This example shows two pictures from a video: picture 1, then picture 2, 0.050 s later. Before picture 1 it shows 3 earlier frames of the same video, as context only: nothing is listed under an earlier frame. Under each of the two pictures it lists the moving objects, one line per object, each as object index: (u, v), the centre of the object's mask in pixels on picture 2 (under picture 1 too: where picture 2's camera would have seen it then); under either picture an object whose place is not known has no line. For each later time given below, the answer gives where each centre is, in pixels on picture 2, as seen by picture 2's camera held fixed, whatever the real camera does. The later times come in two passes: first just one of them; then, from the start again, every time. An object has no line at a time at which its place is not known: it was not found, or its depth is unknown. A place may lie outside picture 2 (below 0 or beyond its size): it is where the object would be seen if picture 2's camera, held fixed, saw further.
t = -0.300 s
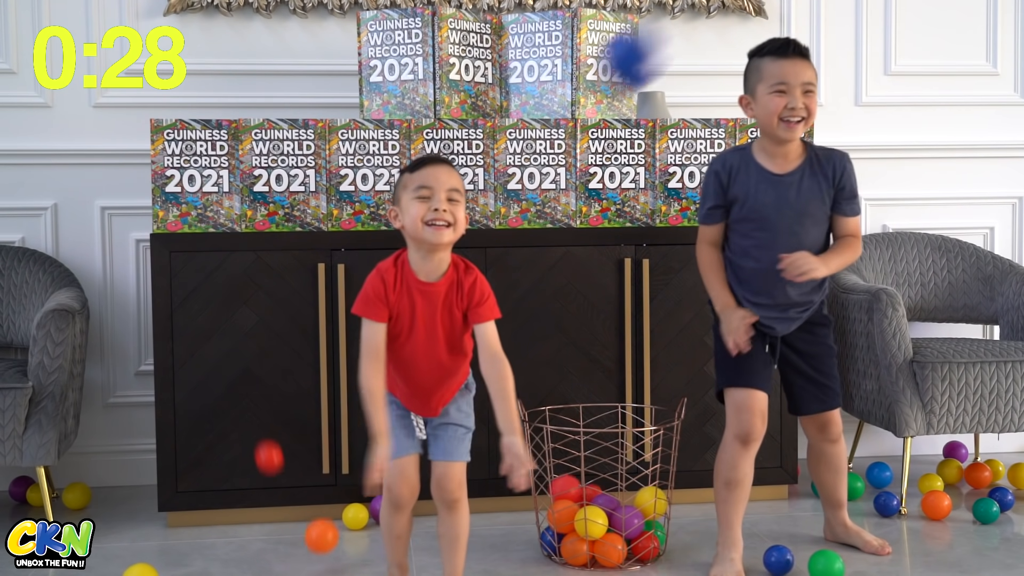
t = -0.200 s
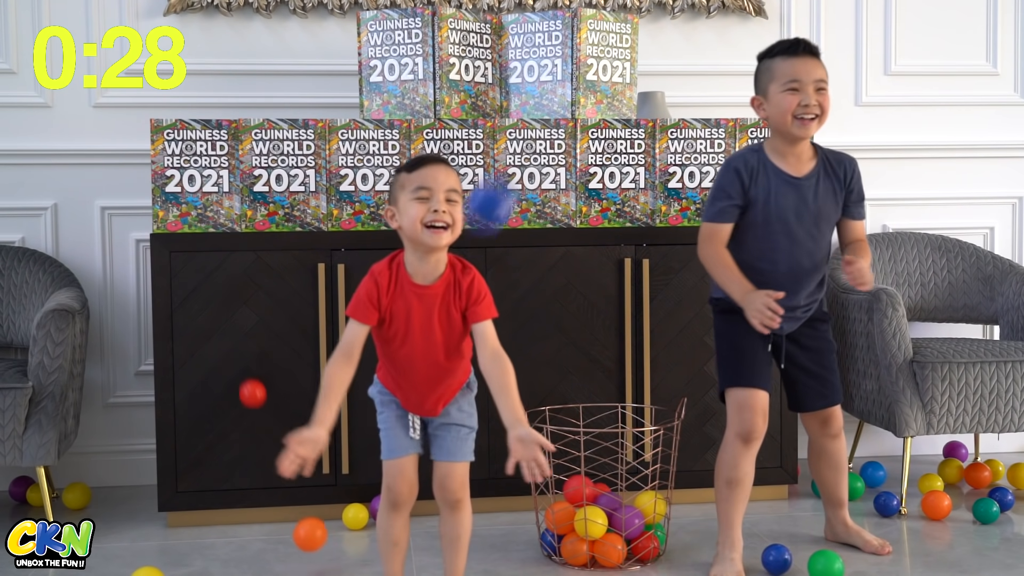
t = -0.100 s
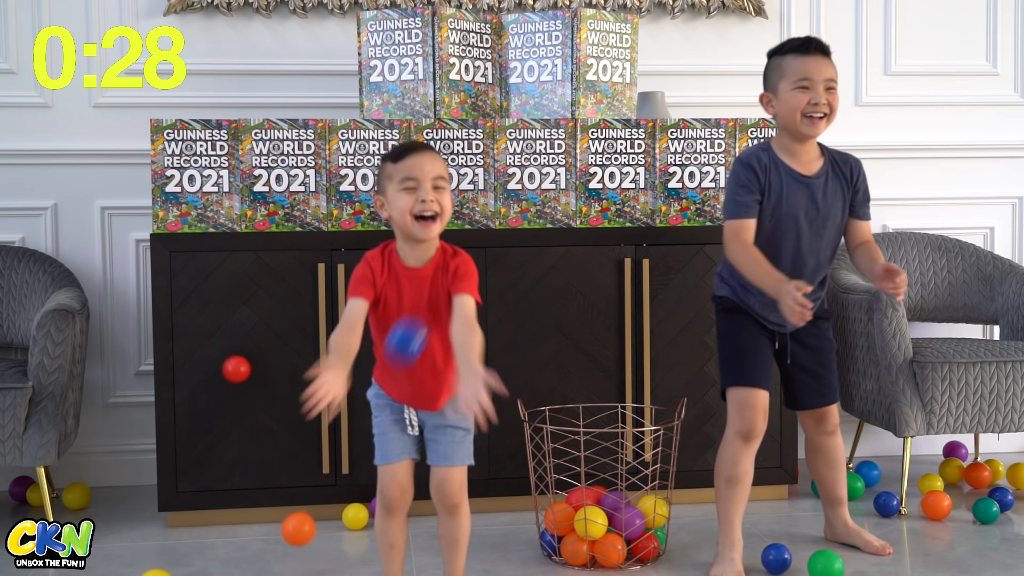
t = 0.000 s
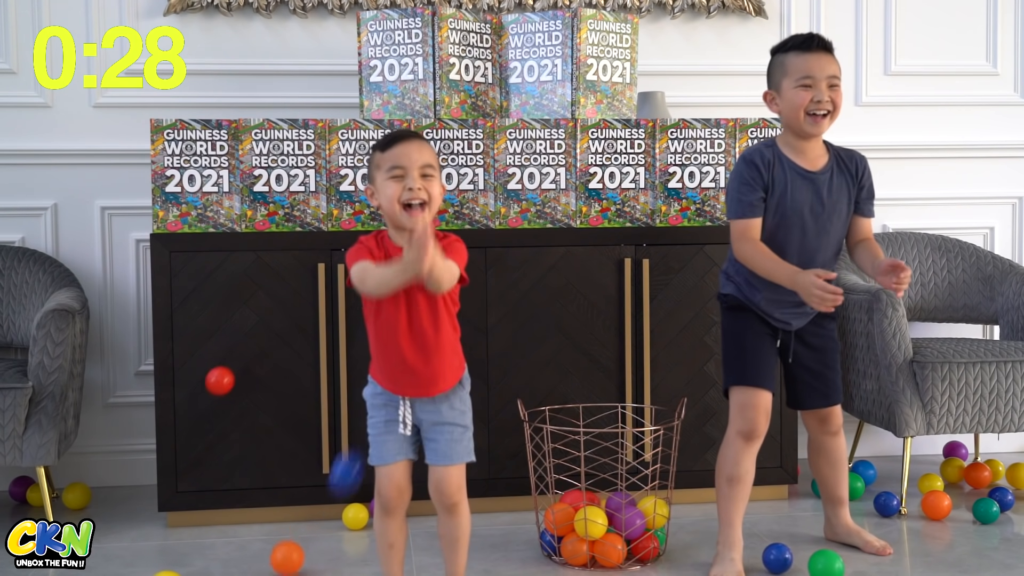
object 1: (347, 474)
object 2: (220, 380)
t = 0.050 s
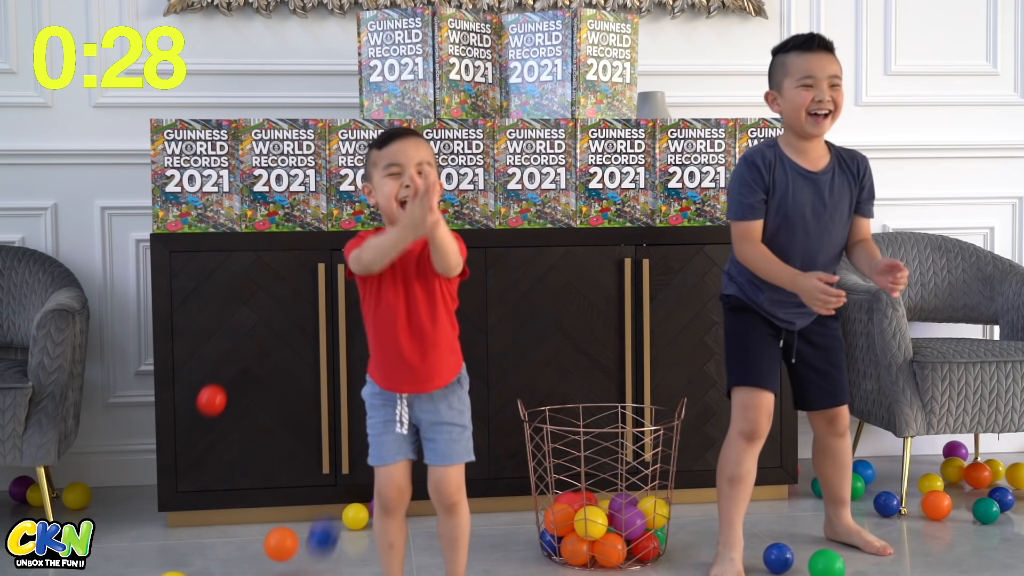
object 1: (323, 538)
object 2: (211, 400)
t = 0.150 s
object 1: (296, 479)
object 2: (195, 469)
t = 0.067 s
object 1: (316, 557)
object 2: (209, 409)
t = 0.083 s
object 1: (310, 557)
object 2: (206, 419)
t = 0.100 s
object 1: (307, 535)
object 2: (203, 429)
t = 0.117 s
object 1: (303, 513)
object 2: (200, 442)
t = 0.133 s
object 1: (299, 495)
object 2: (198, 455)
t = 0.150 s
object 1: (296, 479)
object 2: (195, 469)
